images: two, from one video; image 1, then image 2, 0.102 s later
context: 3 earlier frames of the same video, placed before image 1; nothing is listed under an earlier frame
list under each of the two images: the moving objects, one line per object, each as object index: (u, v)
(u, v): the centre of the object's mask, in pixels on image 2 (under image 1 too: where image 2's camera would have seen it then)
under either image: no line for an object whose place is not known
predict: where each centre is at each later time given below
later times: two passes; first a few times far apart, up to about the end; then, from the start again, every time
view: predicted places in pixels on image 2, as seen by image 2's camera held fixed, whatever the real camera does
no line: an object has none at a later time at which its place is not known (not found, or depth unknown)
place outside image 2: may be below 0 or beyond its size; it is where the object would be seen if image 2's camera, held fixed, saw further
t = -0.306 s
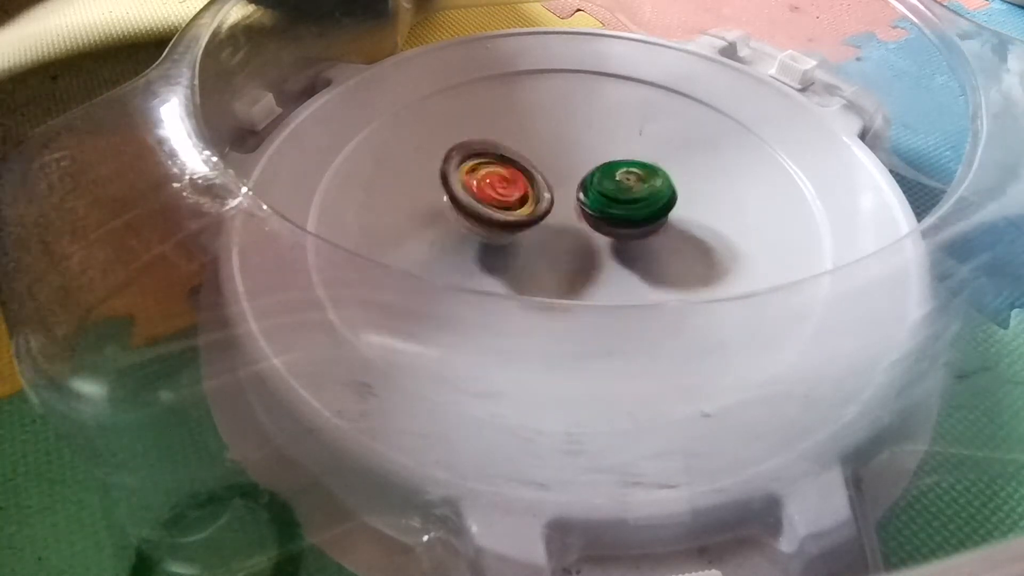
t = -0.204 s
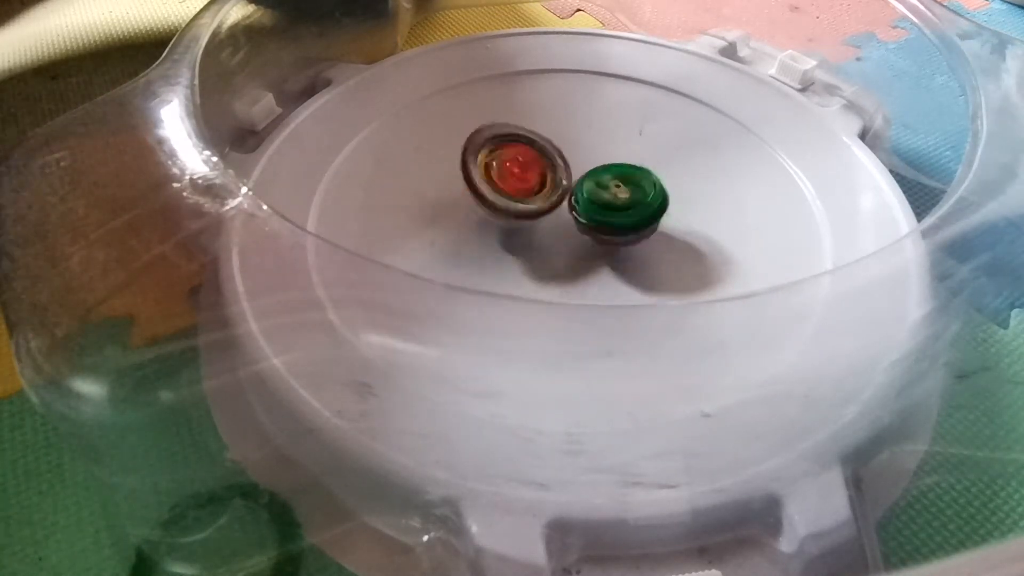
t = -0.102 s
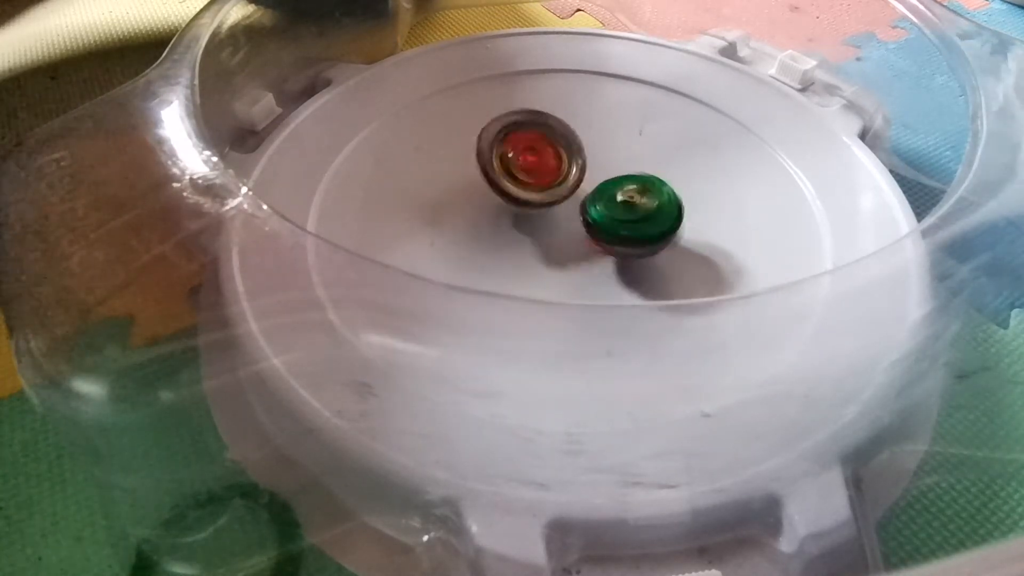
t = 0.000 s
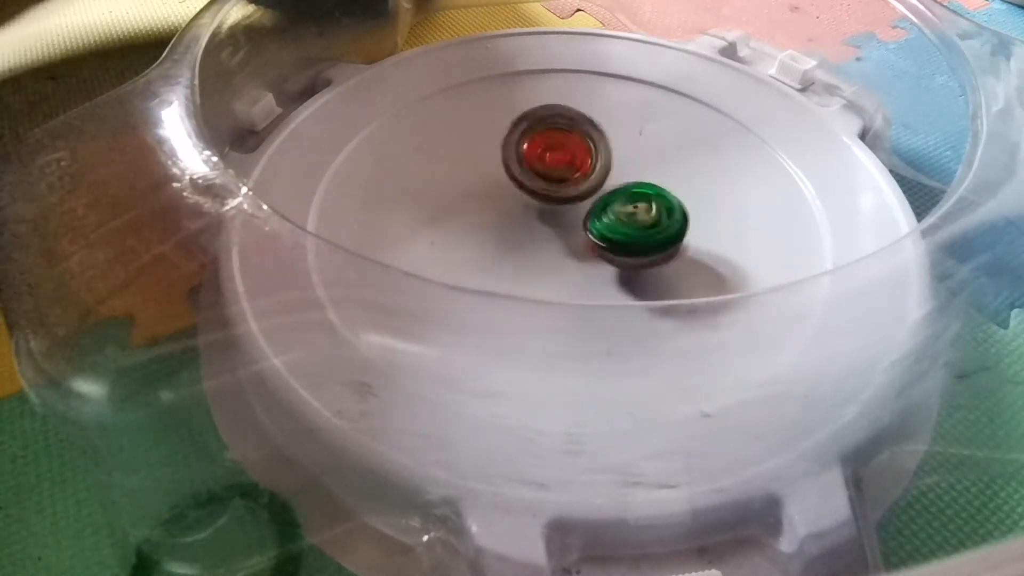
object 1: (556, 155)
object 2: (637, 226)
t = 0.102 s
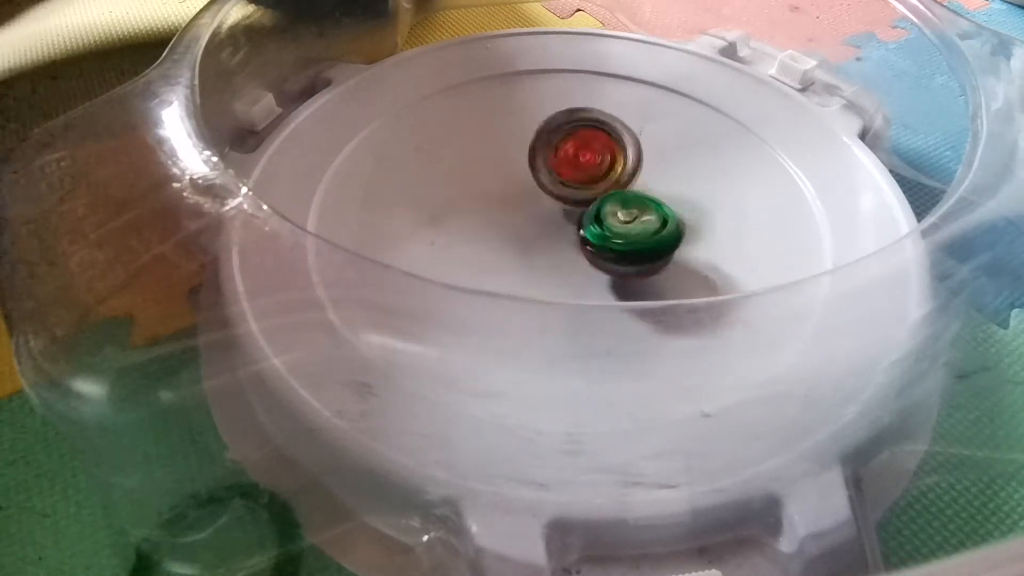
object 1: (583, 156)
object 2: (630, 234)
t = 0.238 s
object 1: (614, 162)
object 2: (608, 254)
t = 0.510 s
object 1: (641, 206)
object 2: (537, 247)
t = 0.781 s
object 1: (609, 239)
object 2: (514, 206)
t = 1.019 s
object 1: (556, 260)
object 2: (544, 187)
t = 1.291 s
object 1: (488, 245)
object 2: (587, 216)
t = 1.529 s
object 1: (476, 196)
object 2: (588, 245)
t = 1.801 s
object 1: (536, 151)
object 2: (599, 242)
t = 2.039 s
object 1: (605, 162)
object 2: (605, 243)
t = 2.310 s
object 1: (629, 179)
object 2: (597, 261)
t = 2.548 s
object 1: (604, 187)
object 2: (566, 262)
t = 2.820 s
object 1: (587, 164)
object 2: (530, 246)
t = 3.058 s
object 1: (593, 156)
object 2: (530, 245)
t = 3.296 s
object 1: (578, 176)
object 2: (527, 246)
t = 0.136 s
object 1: (593, 154)
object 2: (625, 241)
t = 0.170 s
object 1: (602, 156)
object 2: (620, 246)
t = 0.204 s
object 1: (607, 158)
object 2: (615, 251)
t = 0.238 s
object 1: (614, 162)
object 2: (608, 254)
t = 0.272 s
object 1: (620, 165)
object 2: (601, 256)
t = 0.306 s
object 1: (625, 169)
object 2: (592, 257)
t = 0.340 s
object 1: (632, 173)
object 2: (584, 258)
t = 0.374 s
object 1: (635, 179)
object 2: (573, 257)
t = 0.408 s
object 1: (637, 187)
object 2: (564, 256)
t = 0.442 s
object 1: (638, 193)
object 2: (555, 254)
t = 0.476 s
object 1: (638, 200)
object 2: (545, 250)
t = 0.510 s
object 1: (641, 206)
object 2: (537, 247)
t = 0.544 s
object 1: (642, 211)
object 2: (528, 243)
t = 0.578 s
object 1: (639, 217)
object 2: (520, 236)
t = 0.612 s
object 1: (634, 222)
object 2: (517, 231)
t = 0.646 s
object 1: (629, 227)
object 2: (516, 227)
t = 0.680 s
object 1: (627, 231)
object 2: (512, 219)
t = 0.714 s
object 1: (623, 234)
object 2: (511, 213)
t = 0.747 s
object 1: (617, 237)
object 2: (514, 209)
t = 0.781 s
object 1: (609, 239)
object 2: (514, 206)
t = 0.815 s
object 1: (599, 243)
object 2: (514, 201)
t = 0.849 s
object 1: (592, 244)
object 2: (515, 198)
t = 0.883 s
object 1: (585, 249)
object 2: (516, 196)
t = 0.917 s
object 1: (579, 251)
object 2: (520, 192)
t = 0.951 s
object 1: (573, 253)
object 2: (525, 190)
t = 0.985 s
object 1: (564, 257)
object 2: (534, 187)
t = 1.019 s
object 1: (556, 260)
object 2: (544, 187)
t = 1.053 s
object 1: (551, 260)
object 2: (552, 186)
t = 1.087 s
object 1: (541, 261)
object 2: (557, 190)
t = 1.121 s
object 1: (534, 261)
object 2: (564, 192)
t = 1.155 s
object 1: (524, 259)
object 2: (568, 198)
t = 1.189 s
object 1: (516, 257)
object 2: (570, 202)
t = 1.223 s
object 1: (506, 253)
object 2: (575, 206)
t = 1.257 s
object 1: (494, 251)
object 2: (583, 210)
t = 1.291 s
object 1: (488, 245)
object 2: (587, 216)
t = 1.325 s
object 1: (482, 240)
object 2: (588, 220)
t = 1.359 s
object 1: (480, 232)
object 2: (589, 223)
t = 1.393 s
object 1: (479, 225)
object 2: (590, 224)
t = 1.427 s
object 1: (479, 222)
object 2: (587, 228)
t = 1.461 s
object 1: (477, 210)
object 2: (586, 230)
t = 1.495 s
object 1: (477, 204)
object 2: (587, 238)
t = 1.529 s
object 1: (476, 196)
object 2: (588, 245)
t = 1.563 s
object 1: (481, 186)
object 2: (589, 248)
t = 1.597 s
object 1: (485, 179)
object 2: (589, 250)
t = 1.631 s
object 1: (493, 171)
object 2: (588, 251)
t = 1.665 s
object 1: (499, 165)
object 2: (589, 250)
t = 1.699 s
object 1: (508, 161)
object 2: (590, 249)
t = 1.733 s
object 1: (516, 155)
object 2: (592, 248)
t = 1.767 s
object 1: (526, 154)
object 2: (595, 246)
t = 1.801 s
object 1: (536, 151)
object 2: (599, 242)
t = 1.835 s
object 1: (547, 151)
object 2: (601, 241)
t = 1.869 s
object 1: (556, 150)
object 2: (604, 240)
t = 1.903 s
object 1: (567, 152)
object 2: (606, 240)
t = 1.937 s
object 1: (576, 155)
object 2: (609, 239)
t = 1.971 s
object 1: (586, 158)
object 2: (610, 239)
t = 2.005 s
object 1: (595, 160)
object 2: (607, 240)
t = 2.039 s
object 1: (605, 162)
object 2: (605, 243)
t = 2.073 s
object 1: (614, 162)
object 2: (605, 250)
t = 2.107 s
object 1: (622, 164)
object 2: (607, 252)
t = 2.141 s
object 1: (624, 165)
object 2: (607, 254)
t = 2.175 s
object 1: (625, 166)
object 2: (606, 256)
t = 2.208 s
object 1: (627, 169)
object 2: (605, 257)
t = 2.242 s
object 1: (629, 172)
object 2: (604, 258)
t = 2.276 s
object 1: (630, 175)
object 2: (601, 259)
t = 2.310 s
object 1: (629, 179)
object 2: (597, 261)
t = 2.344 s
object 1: (627, 183)
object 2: (592, 261)
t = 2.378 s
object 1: (625, 186)
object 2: (589, 261)
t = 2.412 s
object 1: (621, 188)
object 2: (588, 261)
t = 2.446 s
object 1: (619, 188)
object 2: (582, 263)
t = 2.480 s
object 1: (613, 189)
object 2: (577, 263)
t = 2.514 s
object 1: (610, 190)
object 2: (572, 263)
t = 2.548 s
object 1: (604, 187)
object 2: (566, 262)
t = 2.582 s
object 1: (598, 187)
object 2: (560, 261)
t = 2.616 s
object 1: (593, 185)
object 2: (554, 259)
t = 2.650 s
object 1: (587, 183)
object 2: (548, 257)
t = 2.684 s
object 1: (586, 183)
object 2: (544, 255)
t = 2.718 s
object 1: (585, 179)
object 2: (540, 251)
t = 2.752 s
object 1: (588, 172)
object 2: (533, 250)
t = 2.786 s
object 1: (585, 167)
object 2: (530, 248)
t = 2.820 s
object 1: (587, 164)
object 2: (530, 246)
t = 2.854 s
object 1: (589, 160)
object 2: (530, 245)
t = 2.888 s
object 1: (589, 158)
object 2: (530, 245)
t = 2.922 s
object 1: (589, 156)
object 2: (530, 245)
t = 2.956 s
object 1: (590, 154)
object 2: (530, 245)
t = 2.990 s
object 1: (591, 153)
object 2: (530, 245)
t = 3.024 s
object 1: (592, 155)
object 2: (530, 245)
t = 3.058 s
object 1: (593, 156)
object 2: (530, 245)
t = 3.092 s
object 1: (594, 158)
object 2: (530, 244)
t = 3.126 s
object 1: (593, 161)
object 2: (530, 244)
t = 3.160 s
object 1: (592, 165)
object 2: (530, 244)
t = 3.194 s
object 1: (590, 168)
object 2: (530, 245)
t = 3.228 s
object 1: (586, 170)
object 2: (529, 245)
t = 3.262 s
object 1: (582, 173)
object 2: (529, 245)
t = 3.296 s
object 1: (578, 176)
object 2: (527, 246)
